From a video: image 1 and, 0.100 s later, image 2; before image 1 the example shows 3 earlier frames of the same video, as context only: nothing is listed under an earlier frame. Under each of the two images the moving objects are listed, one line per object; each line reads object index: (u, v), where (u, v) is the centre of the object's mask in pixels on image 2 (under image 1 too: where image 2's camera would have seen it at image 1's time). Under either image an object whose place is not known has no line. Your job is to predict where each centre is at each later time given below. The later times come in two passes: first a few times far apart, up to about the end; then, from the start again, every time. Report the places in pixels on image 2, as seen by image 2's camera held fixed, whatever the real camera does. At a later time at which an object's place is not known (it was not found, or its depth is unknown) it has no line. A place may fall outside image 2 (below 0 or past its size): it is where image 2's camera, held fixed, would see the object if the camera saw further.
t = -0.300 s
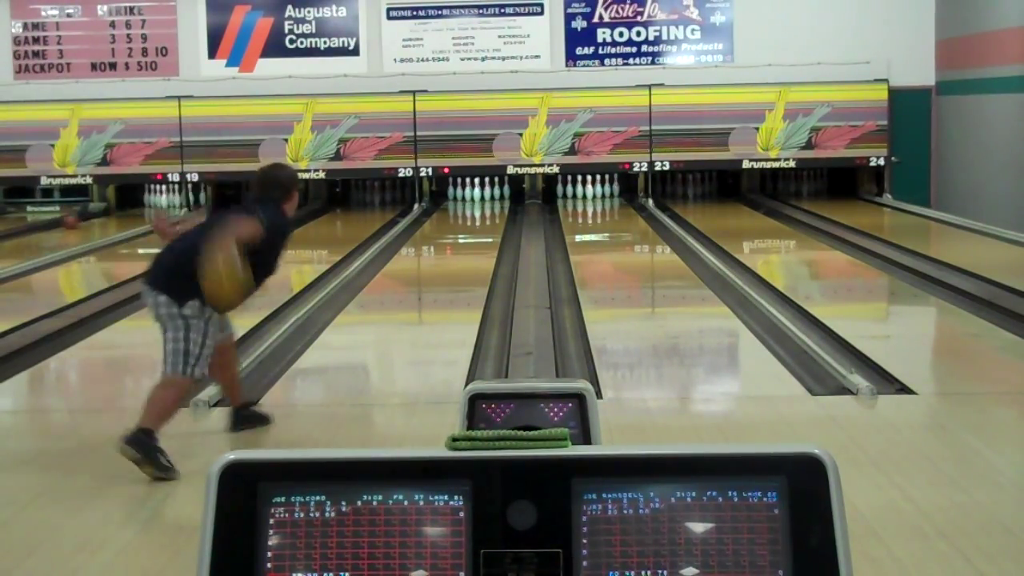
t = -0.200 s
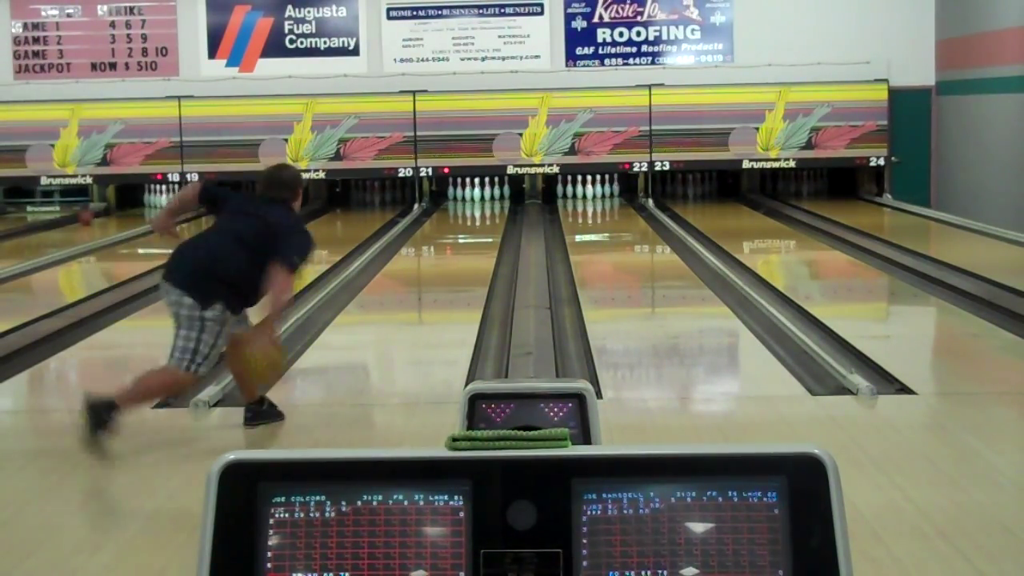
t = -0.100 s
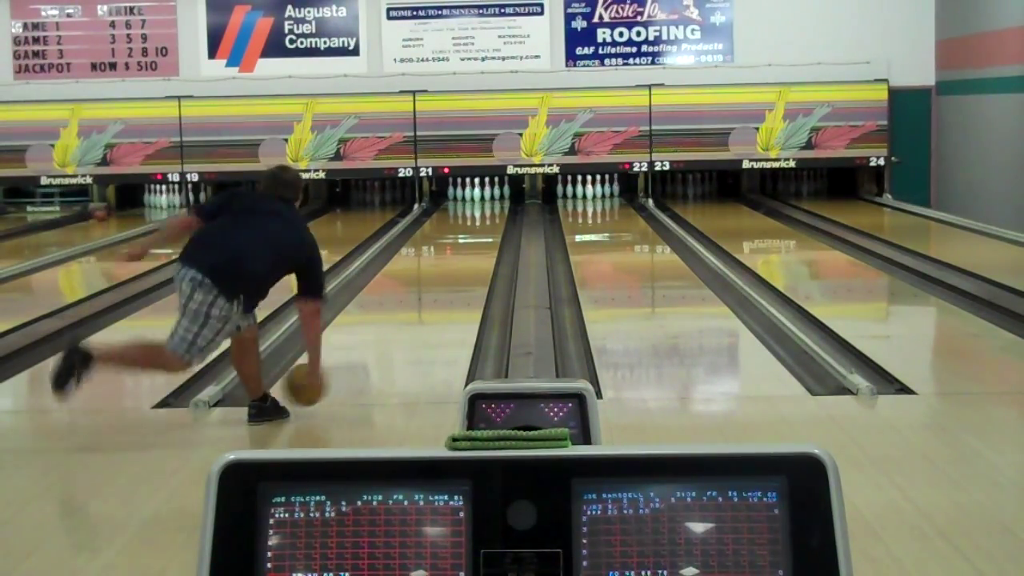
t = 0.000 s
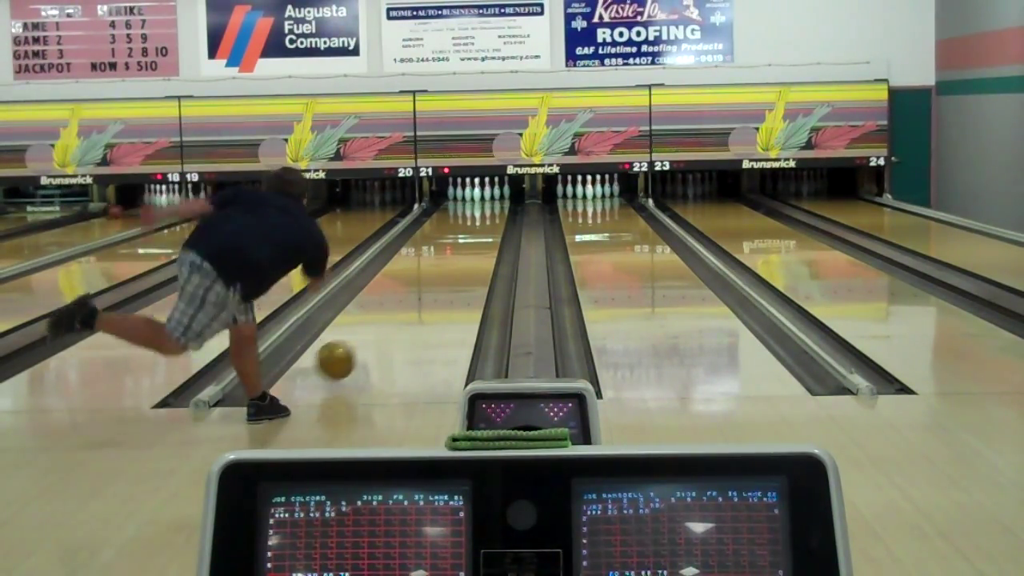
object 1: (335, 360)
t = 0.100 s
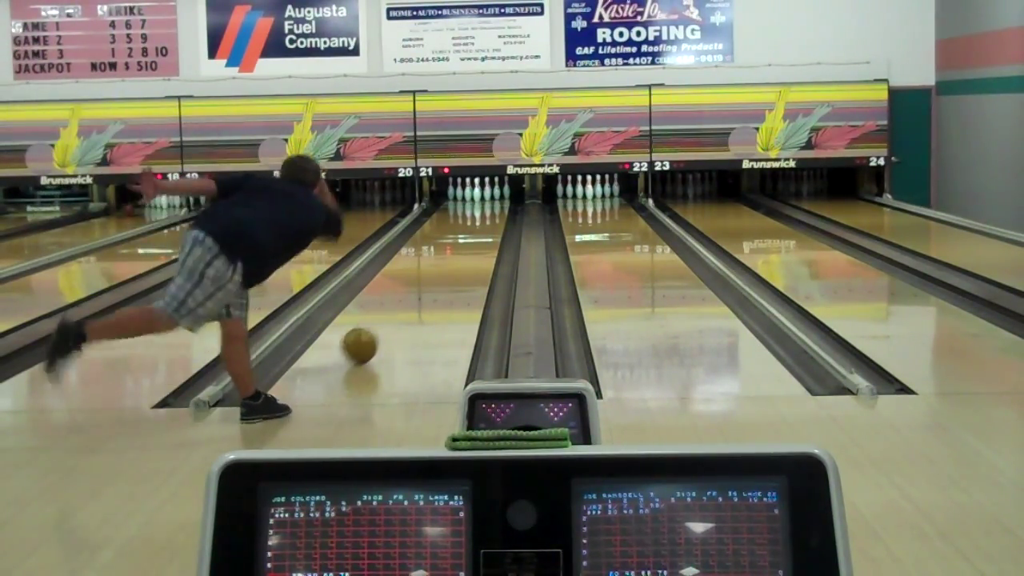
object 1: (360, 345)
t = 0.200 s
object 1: (380, 327)
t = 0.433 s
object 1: (416, 293)
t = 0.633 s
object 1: (439, 271)
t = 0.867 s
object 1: (458, 253)
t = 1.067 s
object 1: (470, 240)
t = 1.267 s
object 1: (480, 228)
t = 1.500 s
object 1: (487, 218)
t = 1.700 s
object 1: (489, 210)
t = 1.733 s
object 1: (490, 209)
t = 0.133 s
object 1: (367, 338)
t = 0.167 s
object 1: (374, 332)
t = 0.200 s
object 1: (380, 327)
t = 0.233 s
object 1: (386, 321)
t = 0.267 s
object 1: (391, 315)
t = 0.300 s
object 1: (397, 310)
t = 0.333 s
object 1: (402, 306)
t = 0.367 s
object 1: (407, 301)
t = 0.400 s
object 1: (411, 297)
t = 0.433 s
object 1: (416, 293)
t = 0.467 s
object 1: (420, 289)
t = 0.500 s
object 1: (424, 285)
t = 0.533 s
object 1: (428, 282)
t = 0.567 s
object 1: (431, 278)
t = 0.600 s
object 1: (435, 275)
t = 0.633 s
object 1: (439, 271)
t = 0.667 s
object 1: (442, 268)
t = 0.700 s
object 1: (445, 266)
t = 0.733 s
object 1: (448, 263)
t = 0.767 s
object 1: (450, 261)
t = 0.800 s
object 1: (453, 258)
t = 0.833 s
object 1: (456, 255)
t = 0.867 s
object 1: (458, 253)
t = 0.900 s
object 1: (460, 250)
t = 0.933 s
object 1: (462, 248)
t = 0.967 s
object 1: (464, 246)
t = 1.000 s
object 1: (466, 243)
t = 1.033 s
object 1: (468, 241)
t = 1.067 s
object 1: (470, 240)
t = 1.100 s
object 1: (473, 238)
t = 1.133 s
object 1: (474, 236)
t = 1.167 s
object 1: (476, 233)
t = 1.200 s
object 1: (477, 231)
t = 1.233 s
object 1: (479, 229)
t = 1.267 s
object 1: (480, 228)
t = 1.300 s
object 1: (481, 226)
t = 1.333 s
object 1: (481, 225)
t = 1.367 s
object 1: (483, 223)
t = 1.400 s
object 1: (484, 221)
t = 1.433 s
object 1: (486, 219)
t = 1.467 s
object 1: (486, 218)
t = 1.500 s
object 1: (487, 218)
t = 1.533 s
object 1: (488, 216)
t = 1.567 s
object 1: (488, 215)
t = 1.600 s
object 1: (488, 214)
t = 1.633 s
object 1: (489, 212)
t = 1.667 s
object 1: (489, 212)
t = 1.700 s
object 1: (489, 210)
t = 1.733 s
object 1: (490, 209)
